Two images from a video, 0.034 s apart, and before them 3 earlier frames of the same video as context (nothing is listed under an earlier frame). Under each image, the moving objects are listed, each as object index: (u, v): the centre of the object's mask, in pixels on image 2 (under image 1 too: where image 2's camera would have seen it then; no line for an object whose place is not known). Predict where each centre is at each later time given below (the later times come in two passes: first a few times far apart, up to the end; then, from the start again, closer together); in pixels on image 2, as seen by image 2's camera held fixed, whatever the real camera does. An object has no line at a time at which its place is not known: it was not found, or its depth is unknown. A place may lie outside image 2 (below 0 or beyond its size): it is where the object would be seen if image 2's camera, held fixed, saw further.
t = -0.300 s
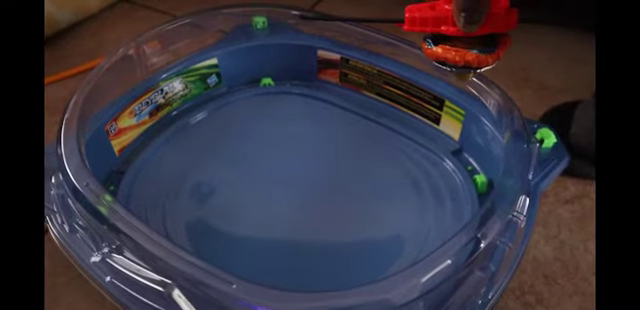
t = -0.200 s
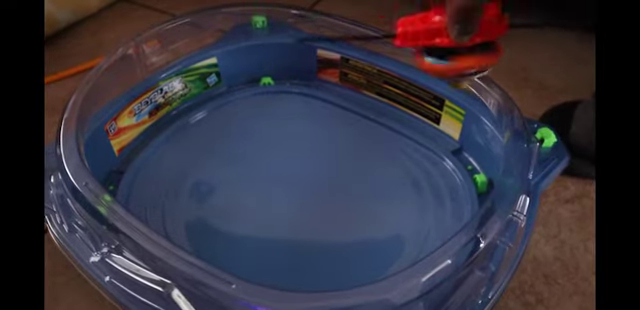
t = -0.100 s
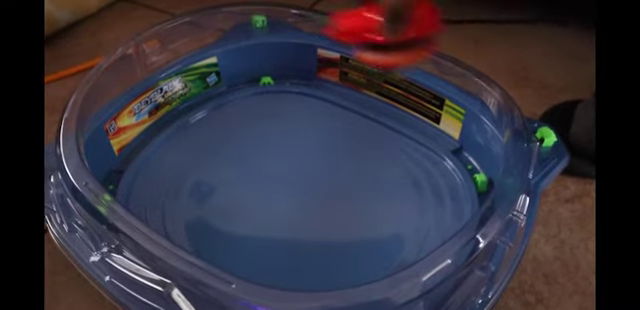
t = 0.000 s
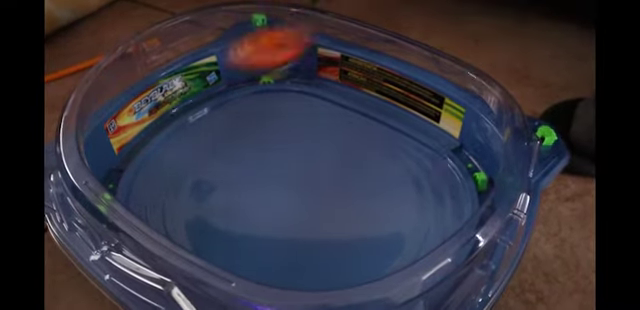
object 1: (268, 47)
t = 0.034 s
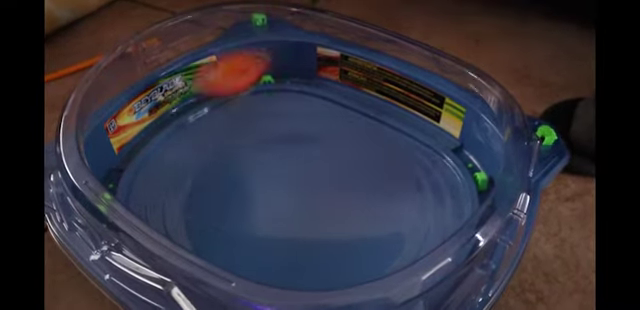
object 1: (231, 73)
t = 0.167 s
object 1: (161, 77)
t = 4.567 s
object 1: (289, 184)
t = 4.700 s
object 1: (278, 208)
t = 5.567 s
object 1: (291, 201)
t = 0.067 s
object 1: (196, 108)
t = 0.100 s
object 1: (176, 104)
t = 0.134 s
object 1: (160, 80)
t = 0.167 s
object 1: (161, 77)
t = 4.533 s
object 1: (289, 186)
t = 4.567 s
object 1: (289, 184)
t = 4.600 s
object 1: (286, 195)
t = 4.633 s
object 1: (282, 201)
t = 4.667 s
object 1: (280, 205)
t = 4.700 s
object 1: (278, 208)
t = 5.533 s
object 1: (290, 201)
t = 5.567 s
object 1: (291, 201)
